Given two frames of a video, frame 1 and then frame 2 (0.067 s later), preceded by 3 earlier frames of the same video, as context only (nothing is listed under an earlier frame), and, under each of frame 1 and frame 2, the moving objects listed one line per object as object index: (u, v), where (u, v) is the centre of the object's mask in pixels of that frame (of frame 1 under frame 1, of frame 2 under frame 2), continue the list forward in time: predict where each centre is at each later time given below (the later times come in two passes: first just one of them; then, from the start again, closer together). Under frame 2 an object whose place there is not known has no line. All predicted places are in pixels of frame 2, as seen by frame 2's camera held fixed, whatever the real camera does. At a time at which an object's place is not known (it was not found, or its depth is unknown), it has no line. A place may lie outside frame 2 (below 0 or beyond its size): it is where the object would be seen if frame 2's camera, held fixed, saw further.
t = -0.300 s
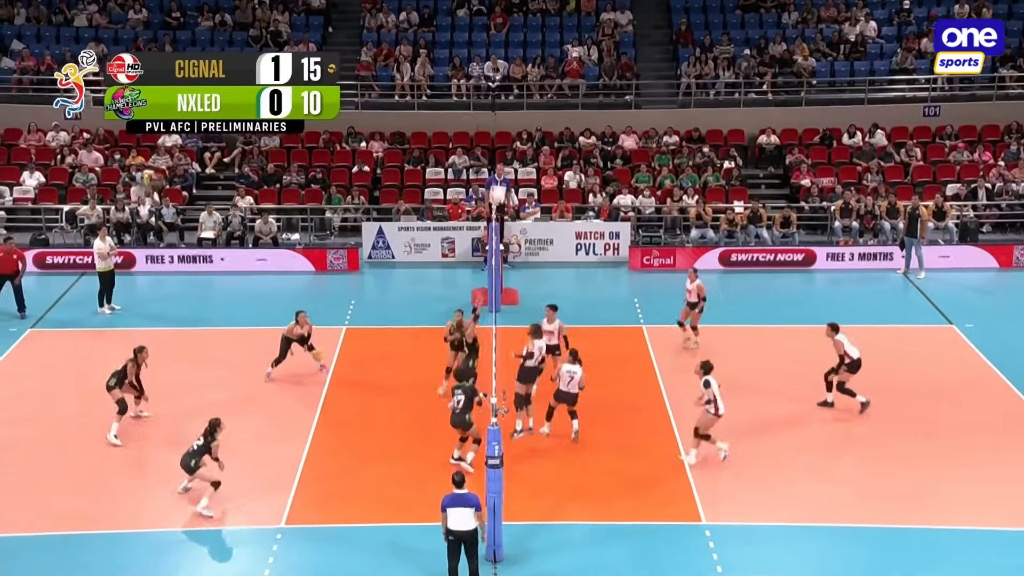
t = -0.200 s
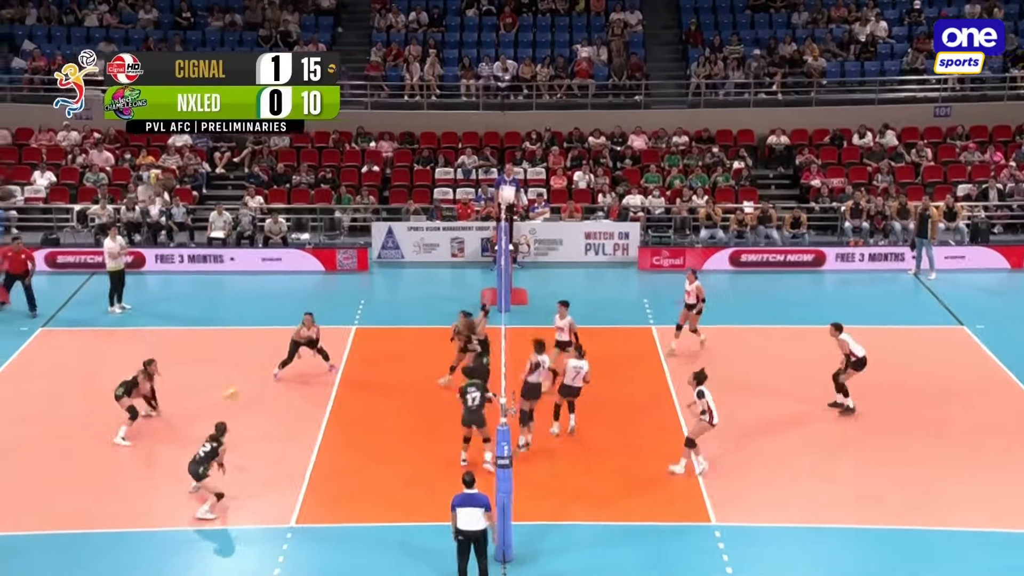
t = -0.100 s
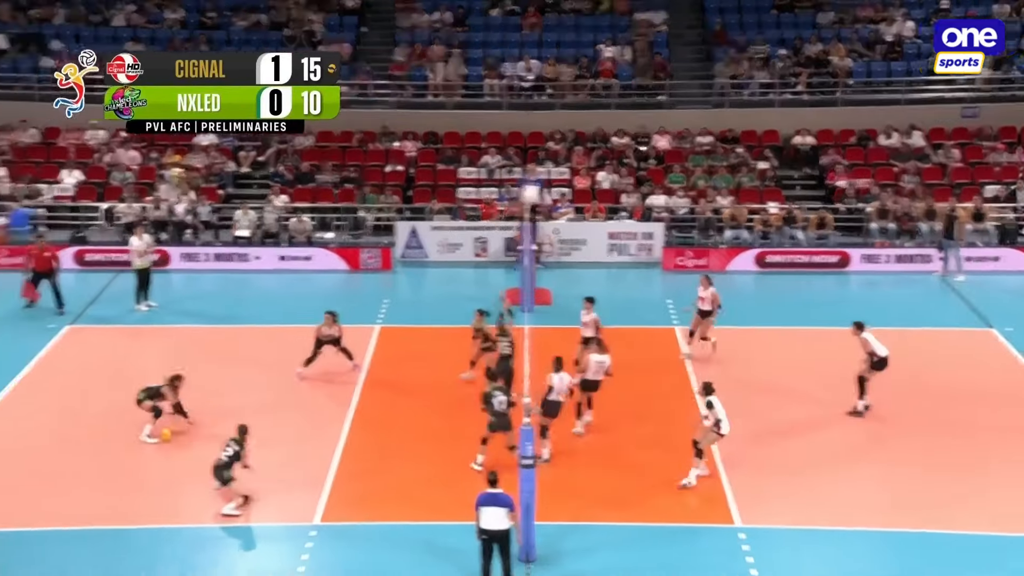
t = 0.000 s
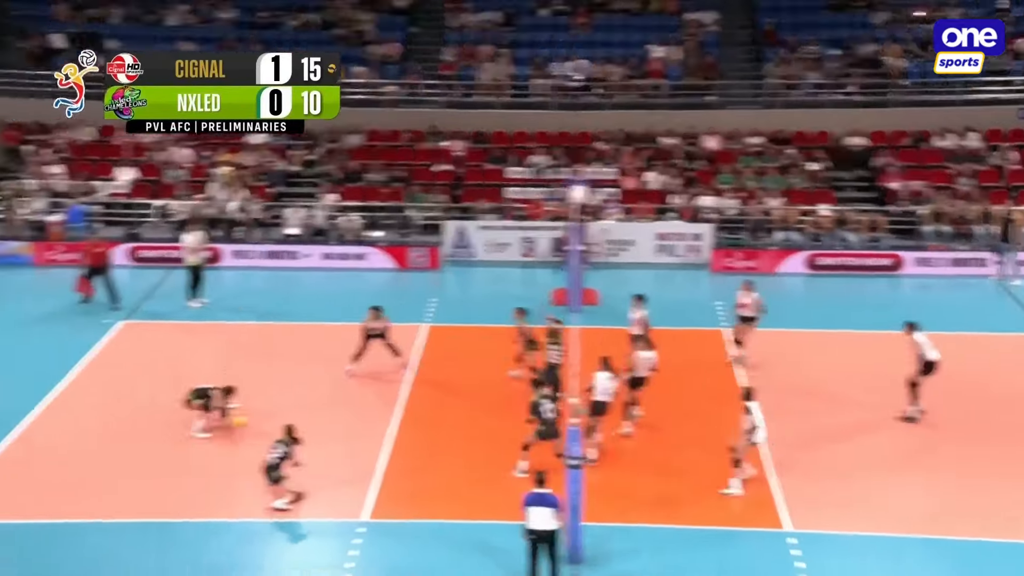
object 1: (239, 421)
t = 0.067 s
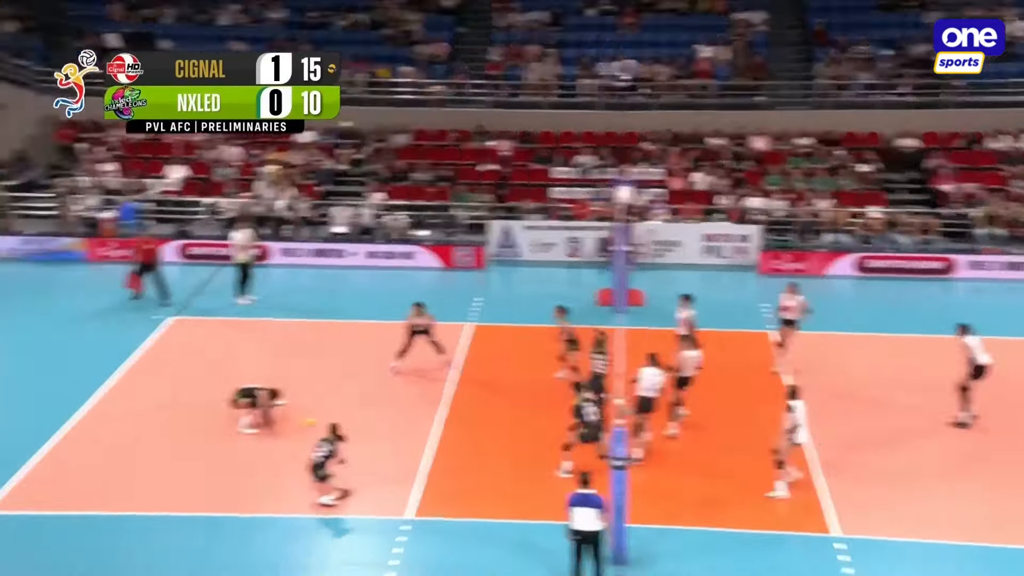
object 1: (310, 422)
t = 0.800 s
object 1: (528, 506)
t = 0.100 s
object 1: (317, 423)
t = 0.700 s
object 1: (502, 494)
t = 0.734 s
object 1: (511, 496)
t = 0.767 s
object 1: (518, 501)
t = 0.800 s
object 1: (528, 506)
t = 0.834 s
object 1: (536, 512)
